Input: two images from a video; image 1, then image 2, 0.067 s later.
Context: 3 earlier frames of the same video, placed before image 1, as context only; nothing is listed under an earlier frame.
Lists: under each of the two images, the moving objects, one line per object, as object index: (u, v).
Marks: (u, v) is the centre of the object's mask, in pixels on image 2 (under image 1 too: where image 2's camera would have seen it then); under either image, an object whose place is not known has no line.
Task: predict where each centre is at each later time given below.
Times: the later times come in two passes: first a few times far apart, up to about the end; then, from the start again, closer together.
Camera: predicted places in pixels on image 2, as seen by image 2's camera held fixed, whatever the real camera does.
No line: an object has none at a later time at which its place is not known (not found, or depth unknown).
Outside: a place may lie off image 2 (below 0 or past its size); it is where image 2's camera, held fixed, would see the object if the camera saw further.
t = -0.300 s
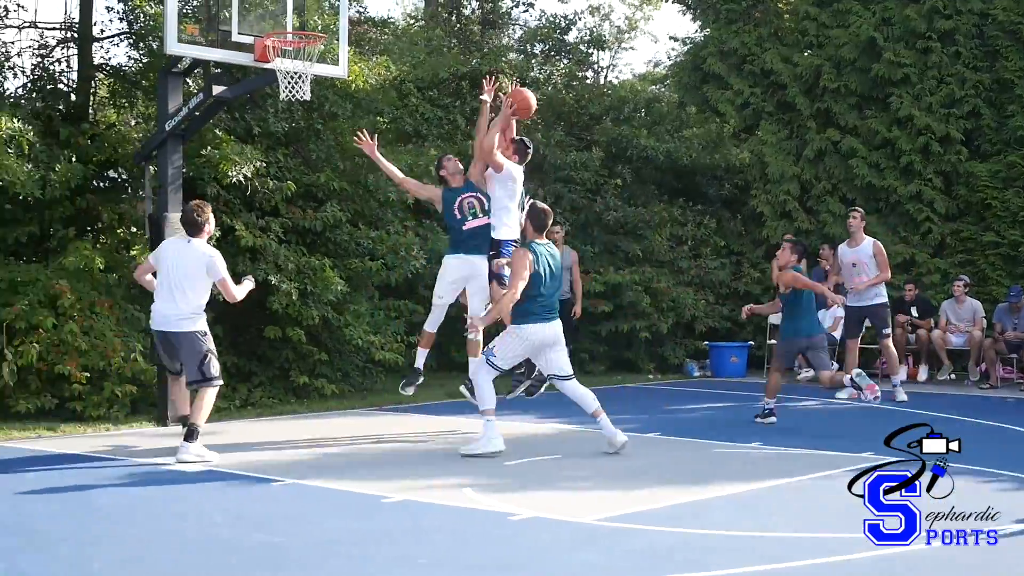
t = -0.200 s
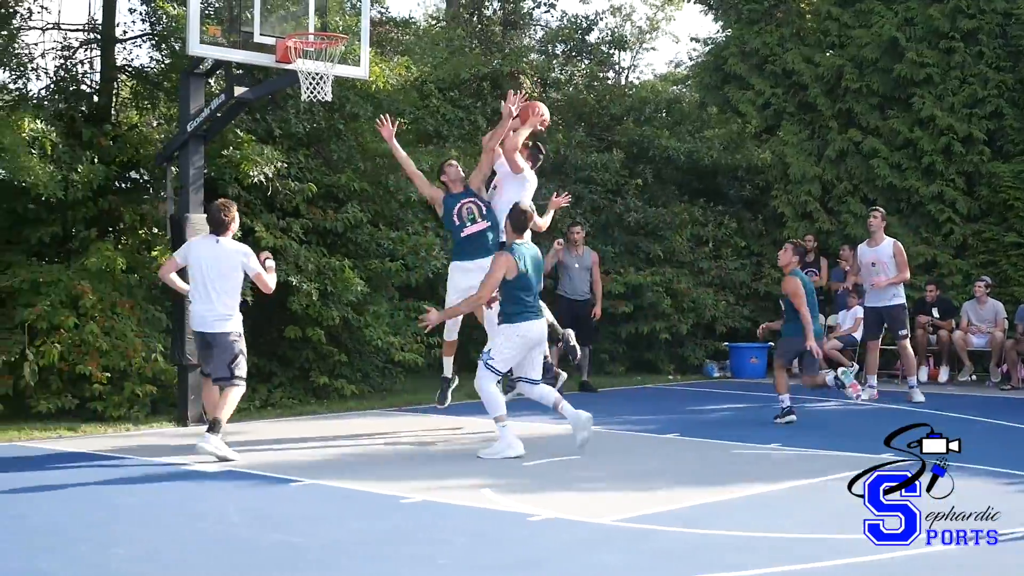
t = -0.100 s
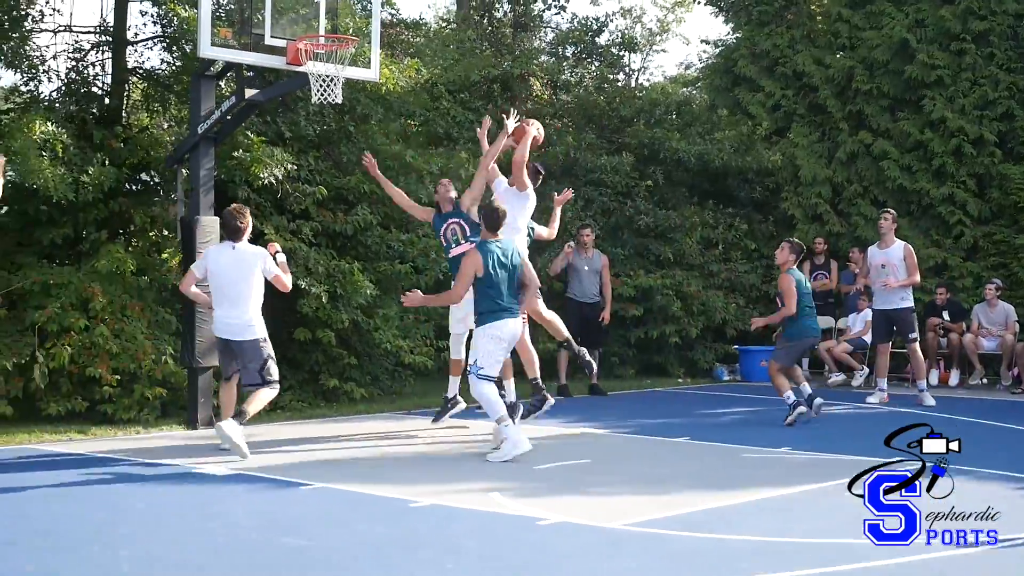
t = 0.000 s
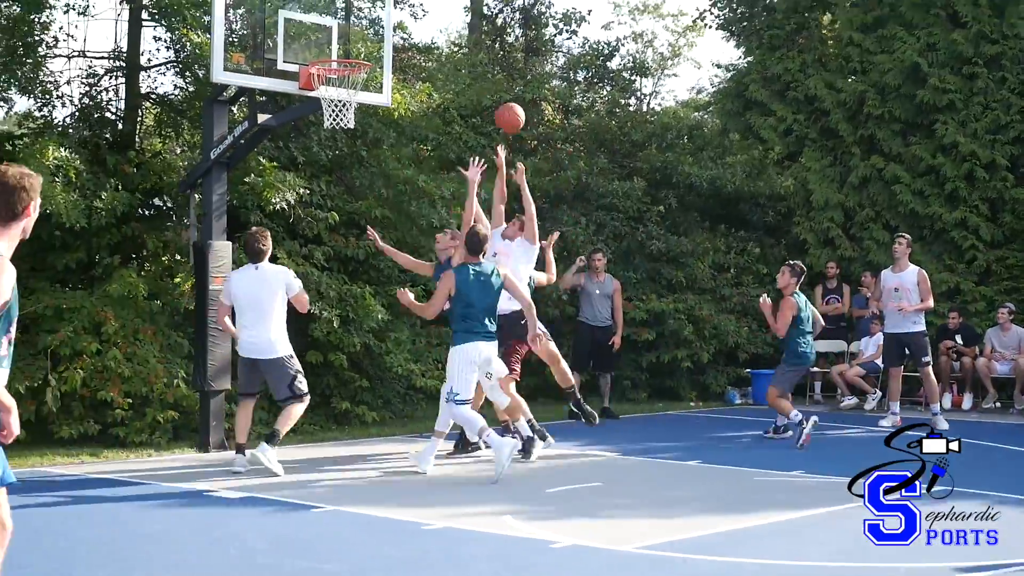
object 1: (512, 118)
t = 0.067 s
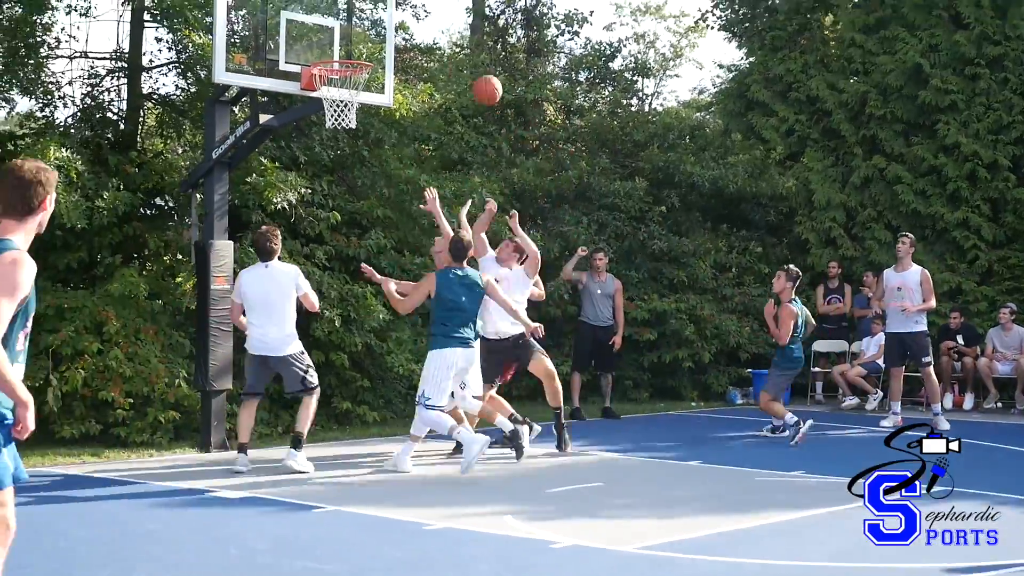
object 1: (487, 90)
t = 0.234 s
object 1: (426, 44)
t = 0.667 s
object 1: (334, 56)
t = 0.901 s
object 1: (369, 88)
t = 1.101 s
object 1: (353, 109)
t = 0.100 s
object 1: (475, 78)
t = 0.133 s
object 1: (463, 67)
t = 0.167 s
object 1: (451, 58)
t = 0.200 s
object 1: (438, 51)
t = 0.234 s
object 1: (426, 44)
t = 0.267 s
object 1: (413, 38)
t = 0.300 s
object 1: (401, 35)
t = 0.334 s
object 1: (389, 32)
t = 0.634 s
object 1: (331, 53)
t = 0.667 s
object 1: (334, 56)
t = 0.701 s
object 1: (343, 71)
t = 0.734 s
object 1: (350, 77)
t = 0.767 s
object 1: (357, 81)
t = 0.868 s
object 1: (367, 85)
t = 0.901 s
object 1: (369, 88)
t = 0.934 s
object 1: (369, 92)
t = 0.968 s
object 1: (368, 96)
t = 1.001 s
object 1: (366, 100)
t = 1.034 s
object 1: (361, 103)
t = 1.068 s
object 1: (357, 107)
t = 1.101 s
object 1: (353, 109)
